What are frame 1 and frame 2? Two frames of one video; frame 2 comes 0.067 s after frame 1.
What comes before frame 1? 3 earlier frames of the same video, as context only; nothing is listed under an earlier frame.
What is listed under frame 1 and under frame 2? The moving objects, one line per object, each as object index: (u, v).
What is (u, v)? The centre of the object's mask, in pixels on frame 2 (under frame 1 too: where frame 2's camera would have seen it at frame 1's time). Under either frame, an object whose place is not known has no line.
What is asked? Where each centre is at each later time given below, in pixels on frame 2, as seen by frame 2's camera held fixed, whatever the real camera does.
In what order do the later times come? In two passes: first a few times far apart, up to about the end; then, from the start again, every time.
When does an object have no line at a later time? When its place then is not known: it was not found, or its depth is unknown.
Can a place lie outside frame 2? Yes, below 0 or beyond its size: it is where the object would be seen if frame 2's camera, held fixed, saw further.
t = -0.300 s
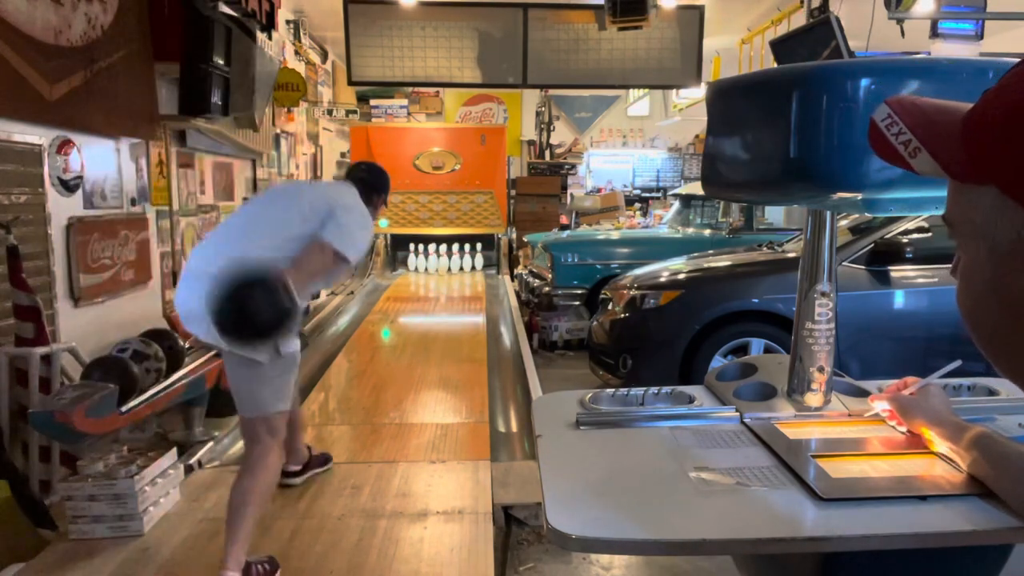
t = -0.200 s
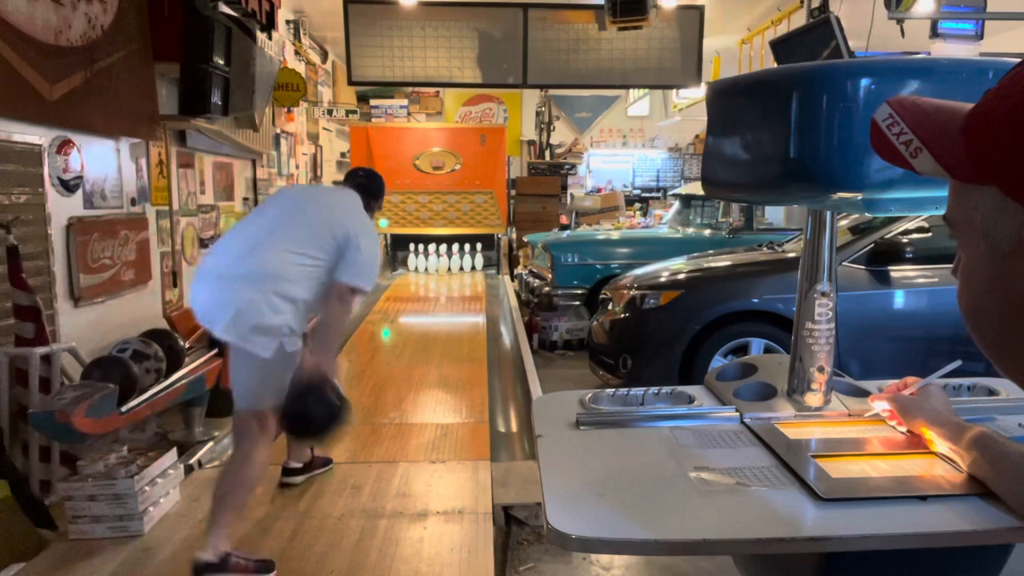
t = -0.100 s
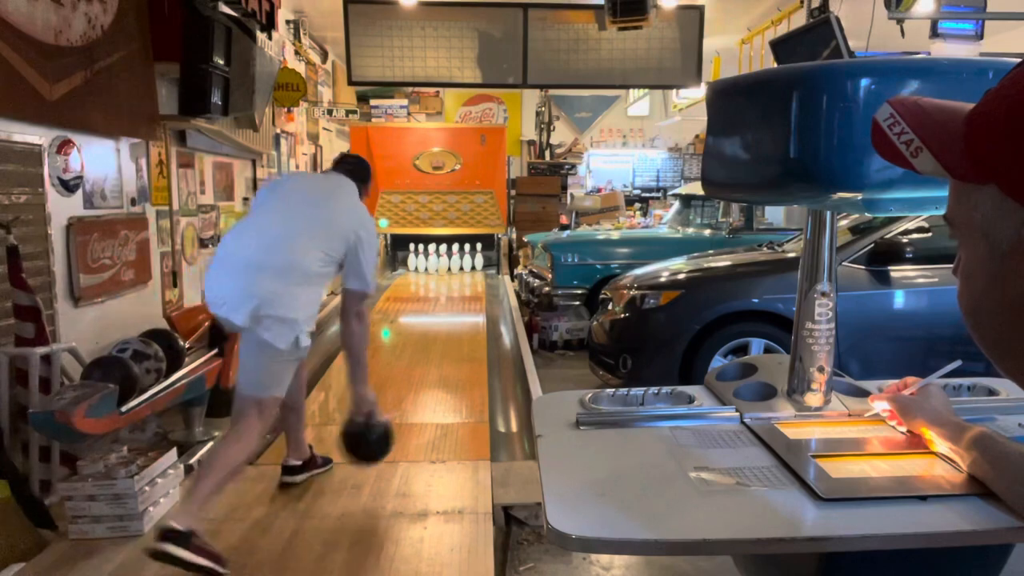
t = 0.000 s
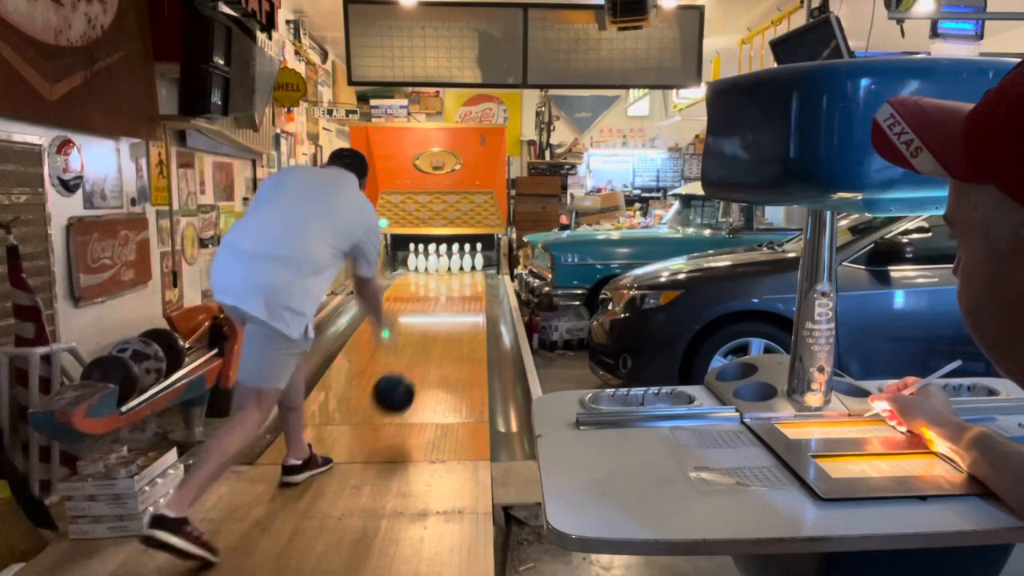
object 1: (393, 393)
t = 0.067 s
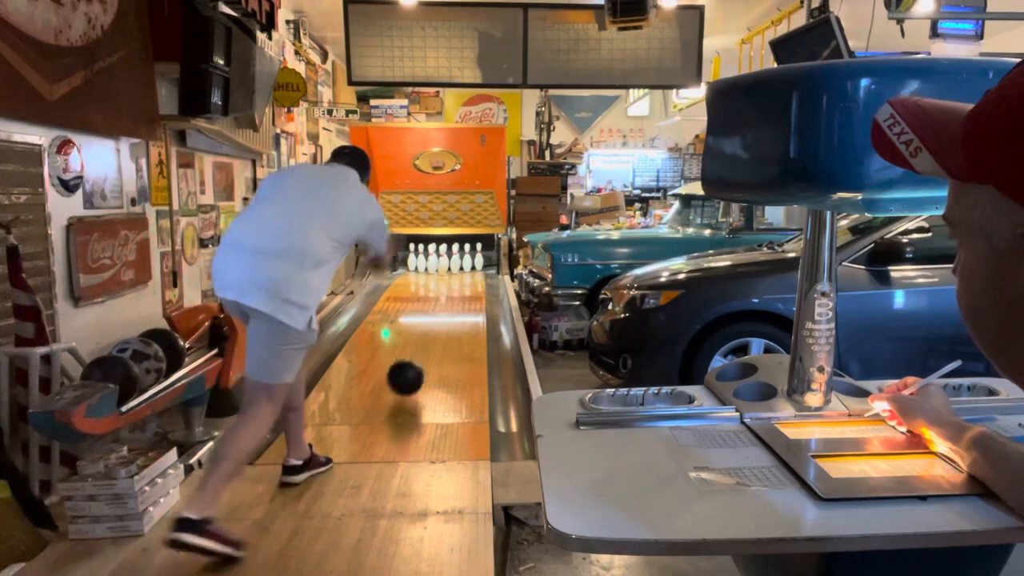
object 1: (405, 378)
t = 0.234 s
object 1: (424, 329)
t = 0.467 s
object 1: (439, 289)
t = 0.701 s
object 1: (448, 269)
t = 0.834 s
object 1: (457, 264)
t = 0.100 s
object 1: (410, 366)
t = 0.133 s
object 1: (414, 354)
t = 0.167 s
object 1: (418, 344)
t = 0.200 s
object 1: (421, 337)
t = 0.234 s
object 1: (424, 329)
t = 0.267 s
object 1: (426, 322)
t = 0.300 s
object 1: (429, 315)
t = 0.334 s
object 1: (431, 308)
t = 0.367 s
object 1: (433, 303)
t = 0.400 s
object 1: (435, 298)
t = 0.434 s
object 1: (437, 293)
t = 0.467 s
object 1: (439, 289)
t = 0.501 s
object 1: (441, 286)
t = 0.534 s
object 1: (442, 282)
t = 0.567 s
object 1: (443, 279)
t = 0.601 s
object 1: (444, 276)
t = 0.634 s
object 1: (446, 274)
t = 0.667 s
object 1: (447, 272)
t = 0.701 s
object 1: (448, 269)
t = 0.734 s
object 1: (450, 267)
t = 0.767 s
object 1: (453, 266)
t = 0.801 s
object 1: (455, 266)
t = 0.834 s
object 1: (457, 264)
